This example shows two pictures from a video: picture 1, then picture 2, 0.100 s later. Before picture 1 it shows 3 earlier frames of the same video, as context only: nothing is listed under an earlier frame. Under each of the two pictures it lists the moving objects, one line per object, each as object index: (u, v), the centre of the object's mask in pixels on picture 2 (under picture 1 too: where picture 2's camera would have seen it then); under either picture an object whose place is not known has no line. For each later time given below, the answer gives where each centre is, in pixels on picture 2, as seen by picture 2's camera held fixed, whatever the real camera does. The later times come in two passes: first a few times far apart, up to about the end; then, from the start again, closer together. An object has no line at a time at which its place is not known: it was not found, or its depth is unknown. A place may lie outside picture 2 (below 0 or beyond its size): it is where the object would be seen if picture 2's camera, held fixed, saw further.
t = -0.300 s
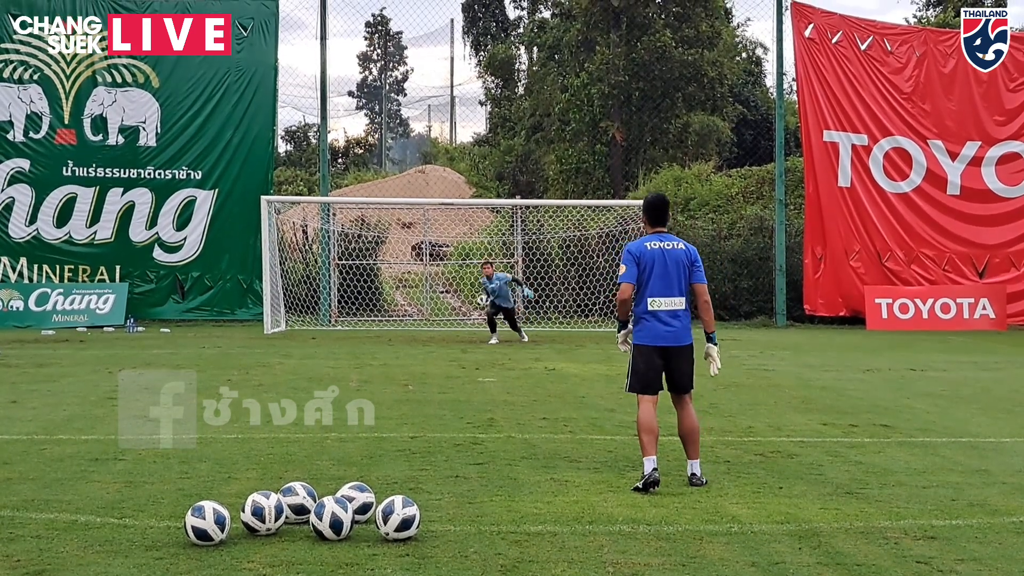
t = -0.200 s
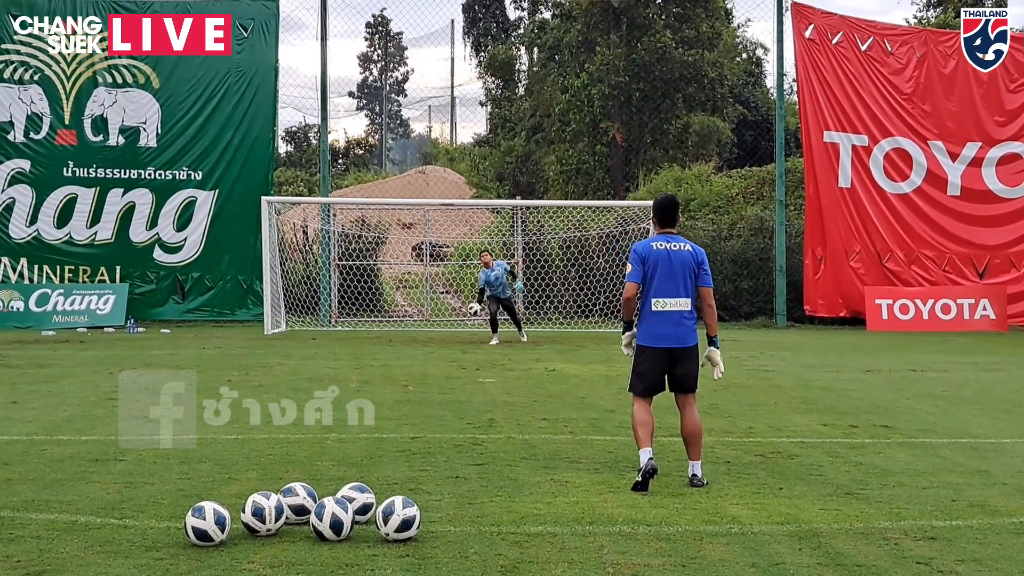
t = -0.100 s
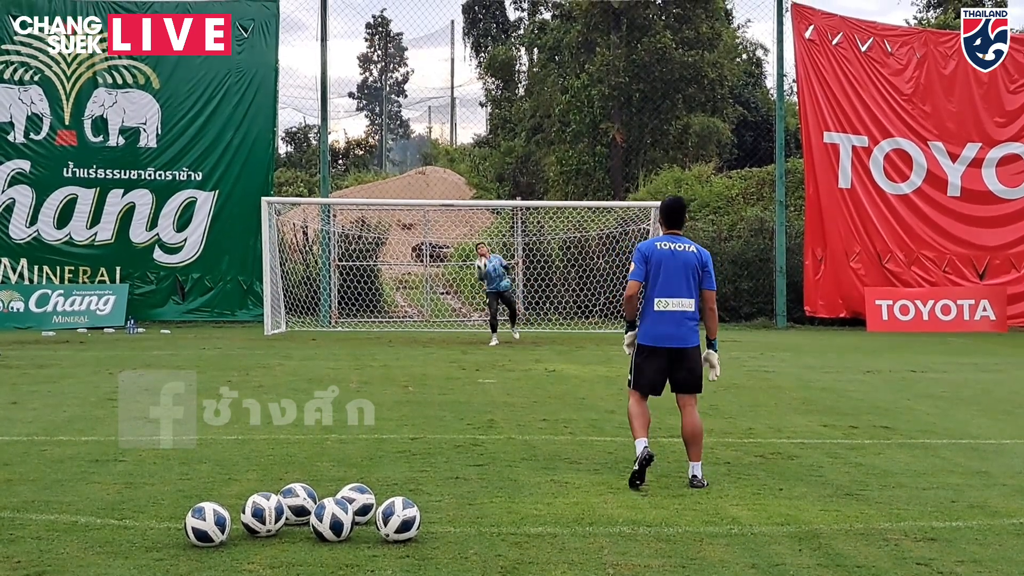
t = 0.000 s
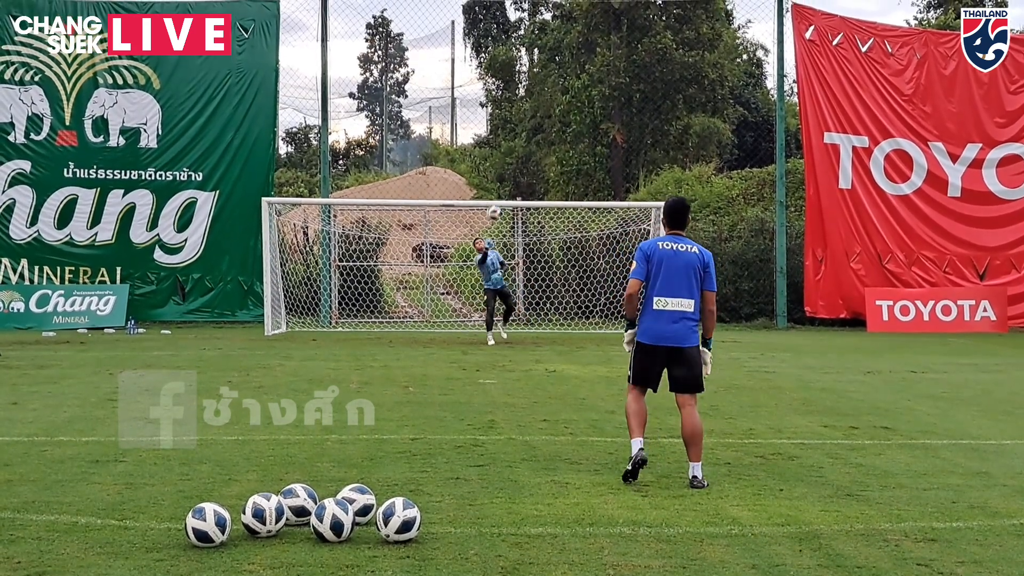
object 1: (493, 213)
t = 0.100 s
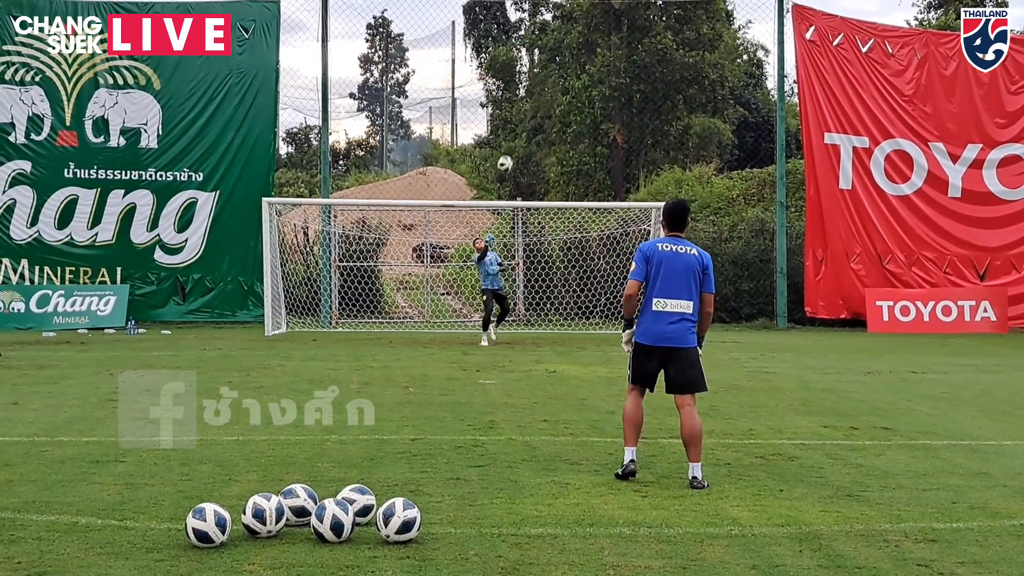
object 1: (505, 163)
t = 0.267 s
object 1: (524, 90)
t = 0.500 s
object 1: (553, 10)
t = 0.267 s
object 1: (524, 90)
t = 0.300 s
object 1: (528, 77)
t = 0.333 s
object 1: (532, 64)
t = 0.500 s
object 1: (553, 10)
